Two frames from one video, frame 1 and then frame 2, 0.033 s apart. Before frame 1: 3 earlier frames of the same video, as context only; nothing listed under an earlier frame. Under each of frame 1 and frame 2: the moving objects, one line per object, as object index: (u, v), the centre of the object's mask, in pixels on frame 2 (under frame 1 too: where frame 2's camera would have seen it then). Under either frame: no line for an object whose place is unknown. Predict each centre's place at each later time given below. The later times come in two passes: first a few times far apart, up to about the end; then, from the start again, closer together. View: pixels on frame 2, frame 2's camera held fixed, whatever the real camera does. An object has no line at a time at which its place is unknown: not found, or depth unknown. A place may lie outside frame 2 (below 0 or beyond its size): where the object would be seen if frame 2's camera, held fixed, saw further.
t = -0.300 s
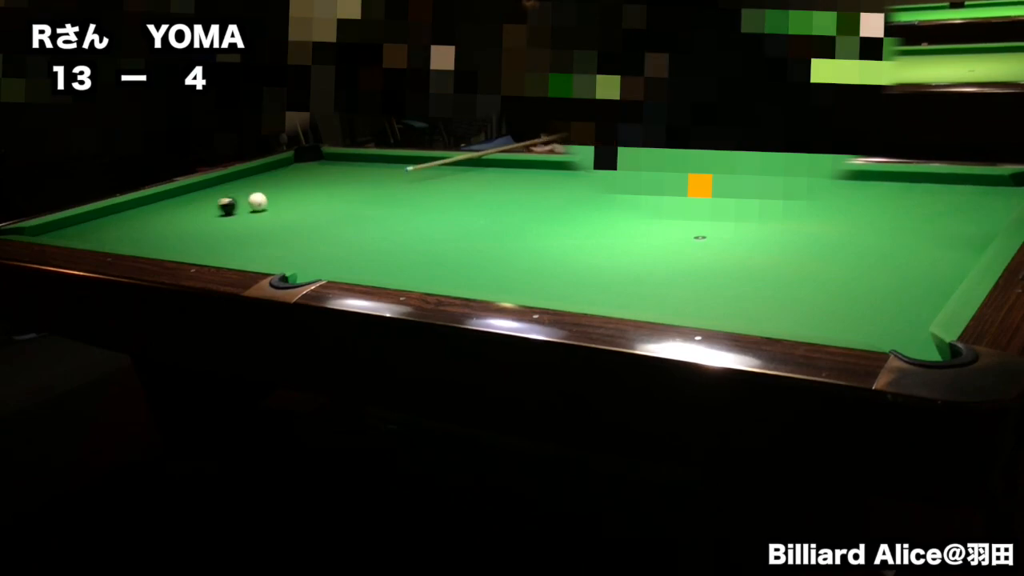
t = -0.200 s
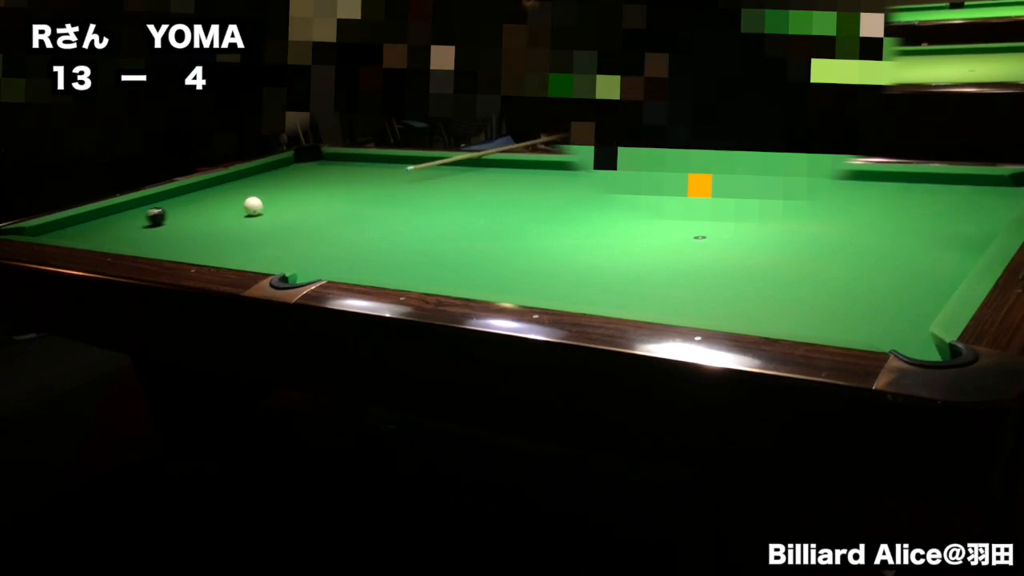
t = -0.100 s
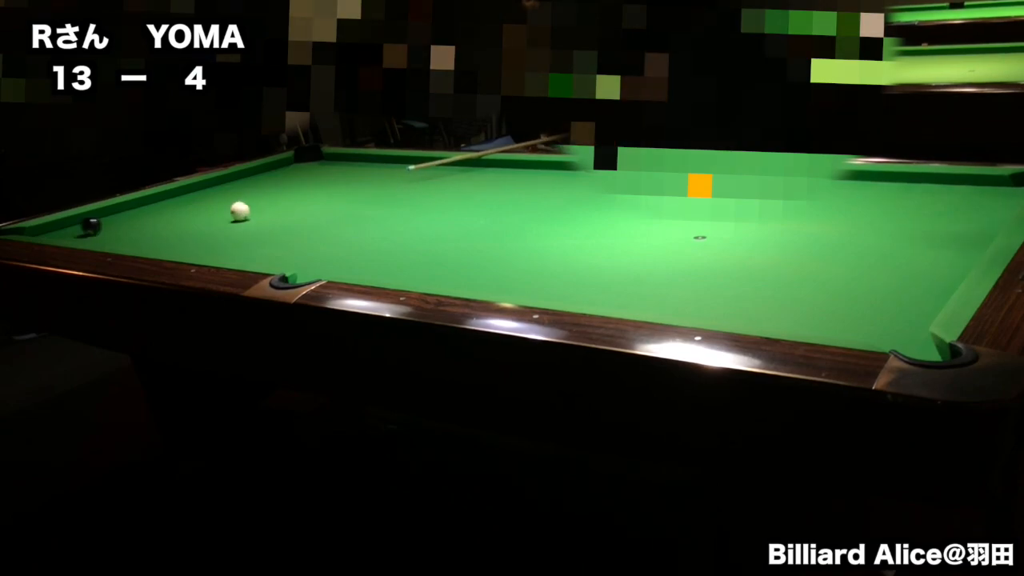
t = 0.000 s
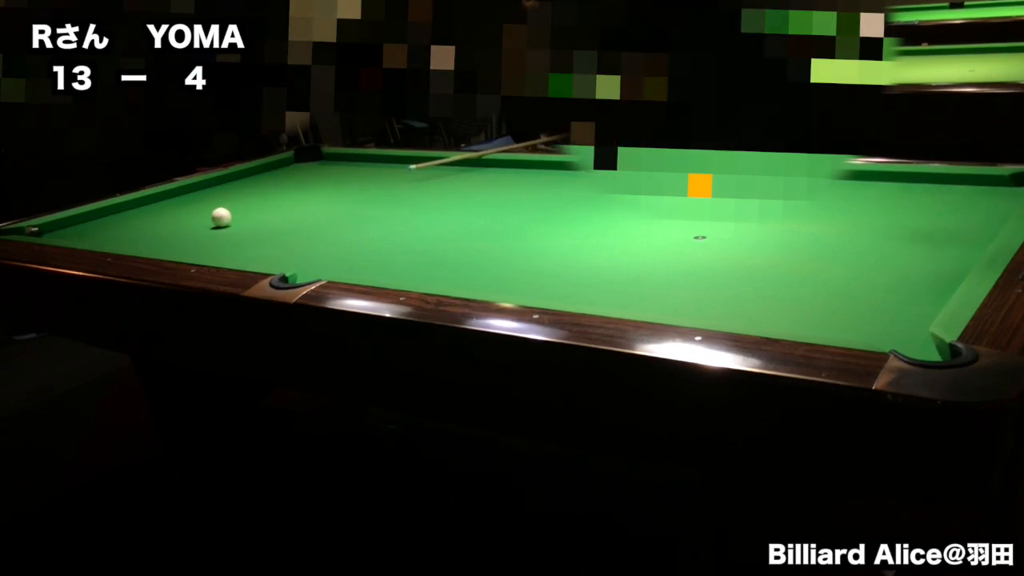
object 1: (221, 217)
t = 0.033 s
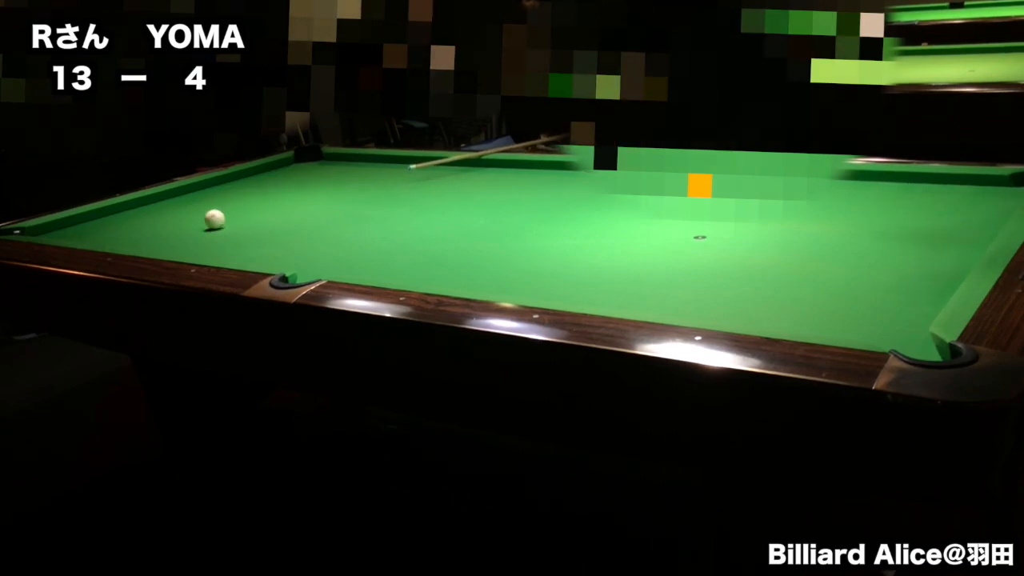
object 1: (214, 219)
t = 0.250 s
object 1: (171, 233)
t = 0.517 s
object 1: (132, 244)
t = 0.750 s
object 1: (170, 239)
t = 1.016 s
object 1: (206, 232)
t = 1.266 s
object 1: (237, 227)
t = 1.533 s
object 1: (268, 221)
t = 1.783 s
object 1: (294, 216)
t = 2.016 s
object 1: (316, 212)
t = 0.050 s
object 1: (211, 220)
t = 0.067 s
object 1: (208, 221)
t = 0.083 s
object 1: (205, 223)
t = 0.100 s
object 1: (202, 223)
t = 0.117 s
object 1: (198, 225)
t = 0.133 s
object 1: (195, 226)
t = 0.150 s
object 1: (192, 227)
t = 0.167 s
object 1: (188, 228)
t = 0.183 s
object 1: (185, 229)
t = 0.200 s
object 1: (181, 230)
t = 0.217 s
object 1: (178, 231)
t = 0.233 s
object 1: (174, 232)
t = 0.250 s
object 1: (171, 233)
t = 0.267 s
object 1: (167, 234)
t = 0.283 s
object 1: (164, 236)
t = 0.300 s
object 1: (161, 236)
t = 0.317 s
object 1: (157, 238)
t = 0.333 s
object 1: (154, 239)
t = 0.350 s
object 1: (150, 239)
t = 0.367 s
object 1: (147, 241)
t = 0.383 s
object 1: (143, 241)
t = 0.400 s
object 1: (140, 241)
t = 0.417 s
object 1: (136, 242)
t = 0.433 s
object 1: (133, 243)
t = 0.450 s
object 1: (129, 243)
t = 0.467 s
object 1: (125, 244)
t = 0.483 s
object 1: (125, 244)
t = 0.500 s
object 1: (129, 243)
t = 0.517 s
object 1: (132, 244)
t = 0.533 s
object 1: (135, 243)
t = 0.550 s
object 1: (137, 243)
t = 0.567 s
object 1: (140, 243)
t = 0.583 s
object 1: (142, 242)
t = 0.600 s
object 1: (145, 242)
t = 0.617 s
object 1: (147, 242)
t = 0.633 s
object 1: (150, 242)
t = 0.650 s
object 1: (153, 242)
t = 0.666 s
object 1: (157, 241)
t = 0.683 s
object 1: (160, 241)
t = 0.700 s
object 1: (162, 241)
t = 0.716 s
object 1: (165, 241)
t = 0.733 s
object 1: (167, 240)
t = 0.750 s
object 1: (170, 239)
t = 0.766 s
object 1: (172, 239)
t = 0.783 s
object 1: (174, 238)
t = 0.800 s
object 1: (177, 238)
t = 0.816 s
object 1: (179, 238)
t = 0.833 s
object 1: (181, 237)
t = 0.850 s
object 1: (183, 237)
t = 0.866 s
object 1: (186, 237)
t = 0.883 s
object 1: (188, 236)
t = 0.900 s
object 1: (191, 235)
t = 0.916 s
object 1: (193, 235)
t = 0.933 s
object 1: (195, 235)
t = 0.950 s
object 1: (197, 234)
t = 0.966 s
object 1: (199, 234)
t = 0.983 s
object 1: (202, 233)
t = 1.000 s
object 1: (204, 233)
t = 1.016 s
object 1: (206, 232)
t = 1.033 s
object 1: (208, 232)
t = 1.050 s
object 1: (210, 232)
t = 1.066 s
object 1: (212, 231)
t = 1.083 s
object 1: (215, 231)
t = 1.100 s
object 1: (217, 230)
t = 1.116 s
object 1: (219, 230)
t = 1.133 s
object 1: (221, 230)
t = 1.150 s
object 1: (223, 229)
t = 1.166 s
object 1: (225, 229)
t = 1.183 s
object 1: (227, 228)
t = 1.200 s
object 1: (229, 228)
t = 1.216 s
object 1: (231, 228)
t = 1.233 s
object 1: (233, 228)
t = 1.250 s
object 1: (235, 227)
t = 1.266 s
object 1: (237, 227)
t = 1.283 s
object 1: (239, 227)
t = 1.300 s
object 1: (241, 226)
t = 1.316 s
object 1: (243, 226)
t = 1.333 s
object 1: (245, 225)
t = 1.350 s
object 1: (247, 225)
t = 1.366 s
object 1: (249, 225)
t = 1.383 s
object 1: (251, 224)
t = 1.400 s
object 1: (253, 224)
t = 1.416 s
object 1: (255, 223)
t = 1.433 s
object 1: (257, 223)
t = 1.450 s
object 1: (258, 222)
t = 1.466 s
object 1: (260, 222)
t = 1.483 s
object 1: (262, 222)
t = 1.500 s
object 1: (264, 221)
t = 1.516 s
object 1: (266, 221)
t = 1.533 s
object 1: (268, 221)
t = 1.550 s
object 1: (269, 220)
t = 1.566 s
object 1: (271, 220)
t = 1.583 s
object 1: (273, 220)
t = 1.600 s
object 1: (275, 219)
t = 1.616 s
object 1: (277, 219)
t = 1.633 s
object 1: (278, 219)
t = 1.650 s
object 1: (280, 218)
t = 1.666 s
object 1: (282, 218)
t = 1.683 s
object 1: (283, 218)
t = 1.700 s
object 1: (285, 217)
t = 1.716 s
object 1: (287, 217)
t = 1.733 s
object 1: (289, 217)
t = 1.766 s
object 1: (292, 216)
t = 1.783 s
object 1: (294, 216)
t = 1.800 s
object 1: (295, 216)
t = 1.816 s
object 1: (297, 215)
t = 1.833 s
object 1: (298, 215)
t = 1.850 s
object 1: (300, 215)
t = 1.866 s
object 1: (302, 214)
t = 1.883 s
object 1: (303, 214)
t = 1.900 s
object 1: (305, 214)
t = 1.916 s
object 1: (306, 214)
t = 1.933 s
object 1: (308, 213)
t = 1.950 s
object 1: (310, 213)
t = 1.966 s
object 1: (311, 213)
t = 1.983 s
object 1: (313, 212)
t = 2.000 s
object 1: (314, 212)
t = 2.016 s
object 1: (316, 212)
